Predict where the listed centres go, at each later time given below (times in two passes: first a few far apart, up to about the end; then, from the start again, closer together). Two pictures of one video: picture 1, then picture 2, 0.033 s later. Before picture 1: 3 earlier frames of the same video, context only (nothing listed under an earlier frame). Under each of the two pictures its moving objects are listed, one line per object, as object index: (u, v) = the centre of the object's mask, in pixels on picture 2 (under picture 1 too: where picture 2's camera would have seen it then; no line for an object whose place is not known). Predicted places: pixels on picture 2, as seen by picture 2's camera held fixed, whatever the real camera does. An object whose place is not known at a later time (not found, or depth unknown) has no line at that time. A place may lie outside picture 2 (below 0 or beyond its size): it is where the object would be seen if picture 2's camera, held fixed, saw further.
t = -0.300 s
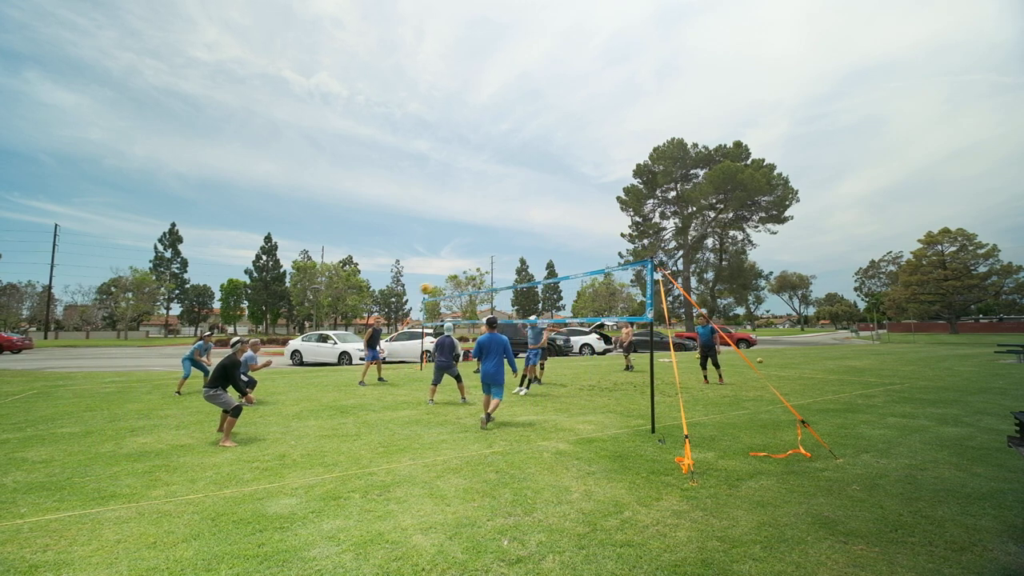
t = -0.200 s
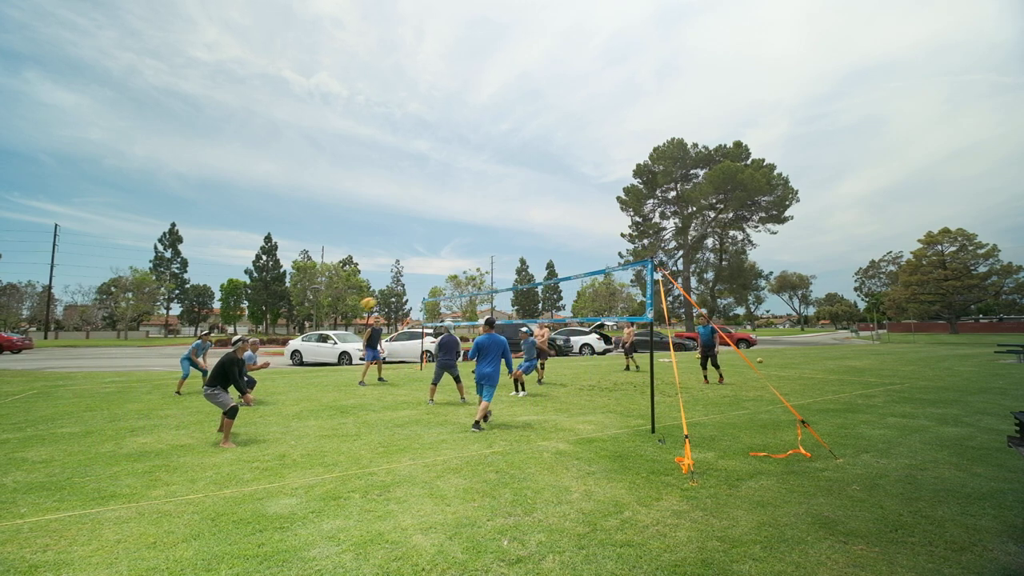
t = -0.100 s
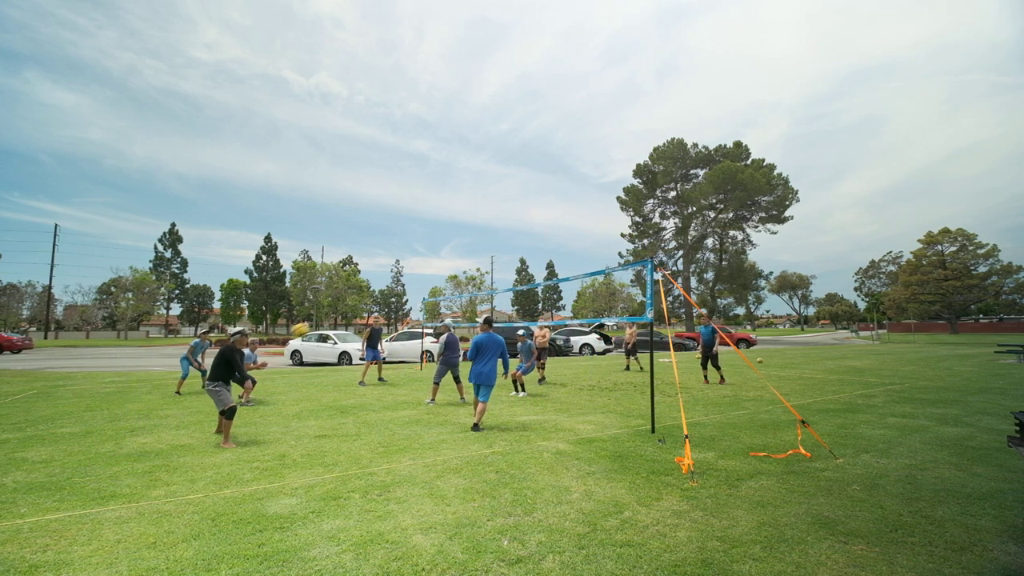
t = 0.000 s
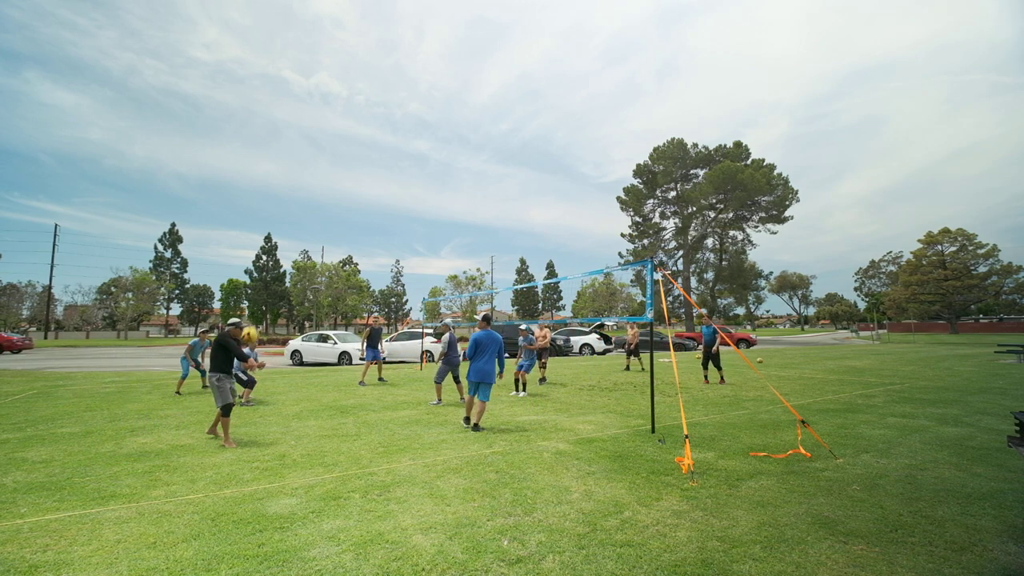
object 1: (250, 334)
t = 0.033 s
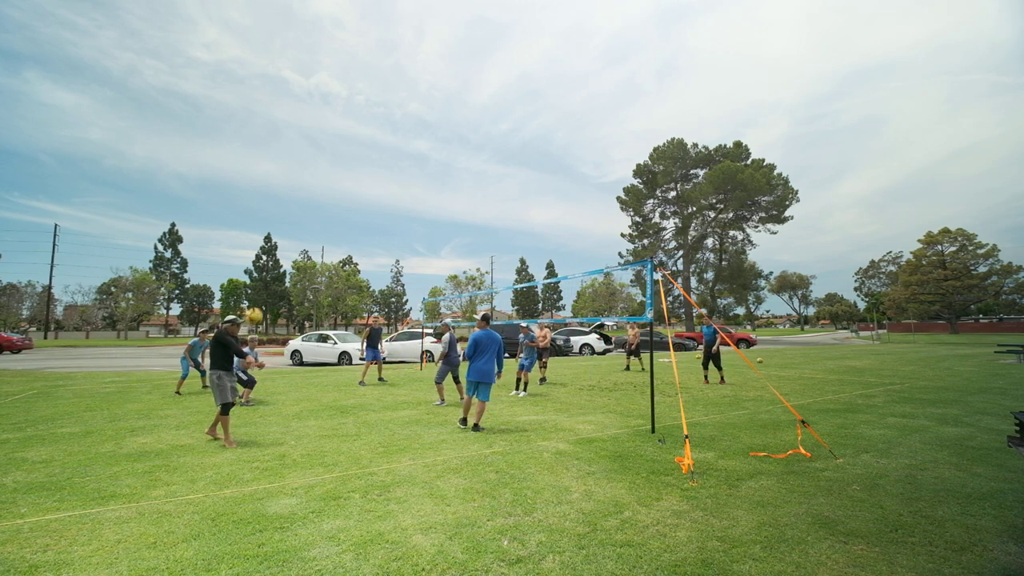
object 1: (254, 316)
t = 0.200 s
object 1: (273, 242)
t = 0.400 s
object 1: (293, 182)
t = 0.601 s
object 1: (307, 151)
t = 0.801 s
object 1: (320, 145)
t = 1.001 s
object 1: (331, 162)
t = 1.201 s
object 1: (340, 201)
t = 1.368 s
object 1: (348, 250)
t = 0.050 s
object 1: (256, 308)
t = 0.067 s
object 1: (258, 299)
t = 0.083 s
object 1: (260, 291)
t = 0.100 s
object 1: (262, 283)
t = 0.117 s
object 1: (264, 276)
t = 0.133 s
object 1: (266, 269)
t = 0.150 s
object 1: (268, 261)
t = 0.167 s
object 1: (270, 254)
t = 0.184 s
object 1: (272, 248)
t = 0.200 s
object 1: (273, 242)
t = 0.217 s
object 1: (275, 236)
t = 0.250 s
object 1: (278, 223)
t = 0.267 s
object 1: (280, 218)
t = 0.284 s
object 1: (282, 213)
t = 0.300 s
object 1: (284, 208)
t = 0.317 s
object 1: (285, 204)
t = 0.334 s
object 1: (287, 199)
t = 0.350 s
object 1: (288, 195)
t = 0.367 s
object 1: (290, 190)
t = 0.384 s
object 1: (291, 186)
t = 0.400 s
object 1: (293, 182)
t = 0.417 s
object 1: (294, 179)
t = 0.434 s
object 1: (295, 175)
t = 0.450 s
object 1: (297, 172)
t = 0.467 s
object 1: (298, 169)
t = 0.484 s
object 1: (299, 167)
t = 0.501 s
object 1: (300, 164)
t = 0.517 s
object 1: (302, 161)
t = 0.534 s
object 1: (303, 159)
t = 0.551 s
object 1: (304, 156)
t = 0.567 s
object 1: (305, 155)
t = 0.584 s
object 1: (306, 153)
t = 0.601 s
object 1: (307, 151)
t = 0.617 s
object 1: (308, 150)
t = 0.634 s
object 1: (309, 148)
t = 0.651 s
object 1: (311, 148)
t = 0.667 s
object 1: (312, 147)
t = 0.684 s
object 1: (313, 146)
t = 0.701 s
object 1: (314, 145)
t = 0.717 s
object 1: (315, 145)
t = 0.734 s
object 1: (316, 144)
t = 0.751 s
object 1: (317, 144)
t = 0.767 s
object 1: (318, 144)
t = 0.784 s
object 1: (319, 145)
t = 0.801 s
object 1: (320, 145)
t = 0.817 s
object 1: (321, 146)
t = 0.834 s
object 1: (322, 146)
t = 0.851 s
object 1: (323, 147)
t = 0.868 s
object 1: (324, 148)
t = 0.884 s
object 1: (324, 149)
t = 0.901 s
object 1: (325, 150)
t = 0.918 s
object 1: (326, 152)
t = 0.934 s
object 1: (327, 153)
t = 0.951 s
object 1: (328, 156)
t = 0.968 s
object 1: (329, 158)
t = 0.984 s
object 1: (330, 160)
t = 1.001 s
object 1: (331, 162)
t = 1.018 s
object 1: (331, 165)
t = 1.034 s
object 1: (332, 167)
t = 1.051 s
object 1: (333, 170)
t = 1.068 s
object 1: (334, 172)
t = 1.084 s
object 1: (335, 175)
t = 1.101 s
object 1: (335, 179)
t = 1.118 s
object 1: (336, 182)
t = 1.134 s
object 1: (337, 185)
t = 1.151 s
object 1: (338, 189)
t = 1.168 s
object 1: (339, 193)
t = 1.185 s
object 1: (340, 197)
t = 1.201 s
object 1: (340, 201)
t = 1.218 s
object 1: (341, 205)
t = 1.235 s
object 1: (342, 210)
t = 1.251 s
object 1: (343, 214)
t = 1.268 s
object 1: (343, 219)
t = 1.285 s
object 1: (344, 224)
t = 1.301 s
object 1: (345, 229)
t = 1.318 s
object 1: (346, 234)
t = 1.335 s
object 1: (347, 239)
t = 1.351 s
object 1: (347, 245)
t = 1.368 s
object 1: (348, 250)
